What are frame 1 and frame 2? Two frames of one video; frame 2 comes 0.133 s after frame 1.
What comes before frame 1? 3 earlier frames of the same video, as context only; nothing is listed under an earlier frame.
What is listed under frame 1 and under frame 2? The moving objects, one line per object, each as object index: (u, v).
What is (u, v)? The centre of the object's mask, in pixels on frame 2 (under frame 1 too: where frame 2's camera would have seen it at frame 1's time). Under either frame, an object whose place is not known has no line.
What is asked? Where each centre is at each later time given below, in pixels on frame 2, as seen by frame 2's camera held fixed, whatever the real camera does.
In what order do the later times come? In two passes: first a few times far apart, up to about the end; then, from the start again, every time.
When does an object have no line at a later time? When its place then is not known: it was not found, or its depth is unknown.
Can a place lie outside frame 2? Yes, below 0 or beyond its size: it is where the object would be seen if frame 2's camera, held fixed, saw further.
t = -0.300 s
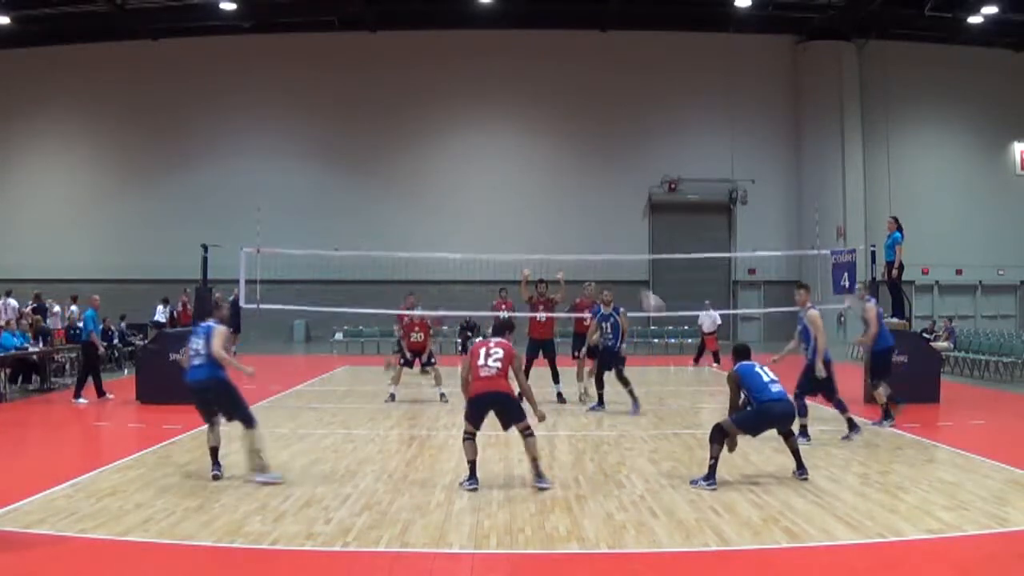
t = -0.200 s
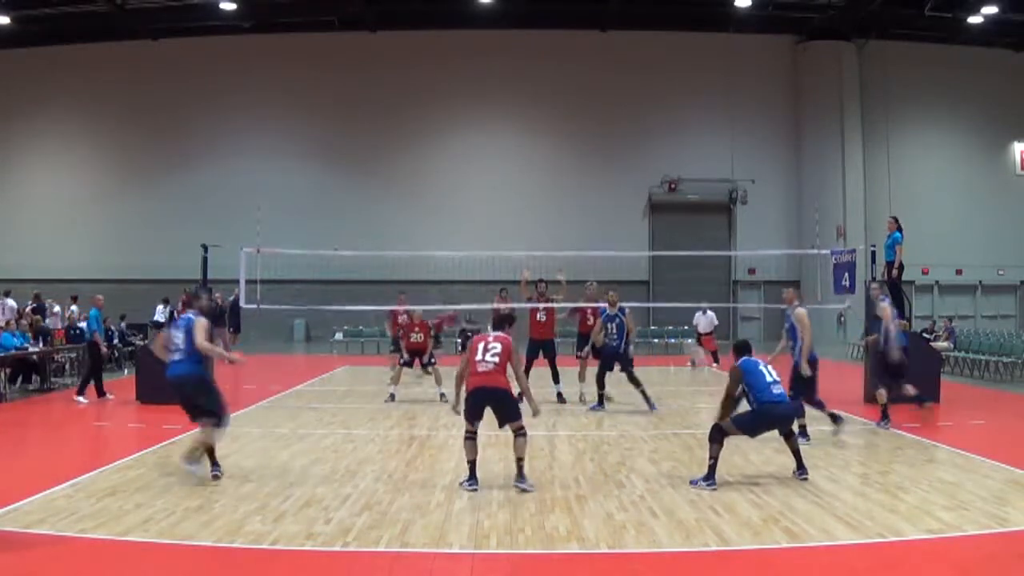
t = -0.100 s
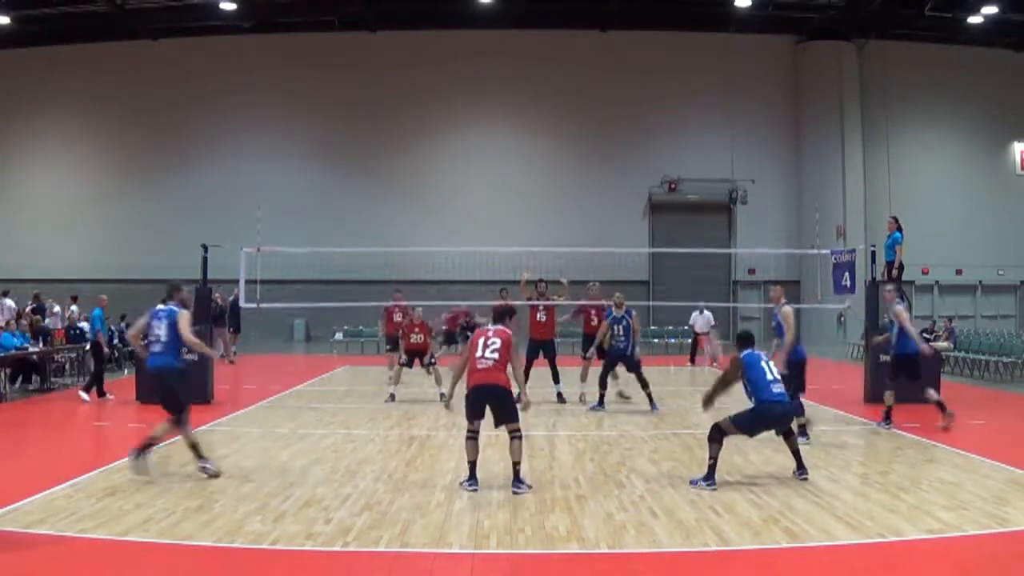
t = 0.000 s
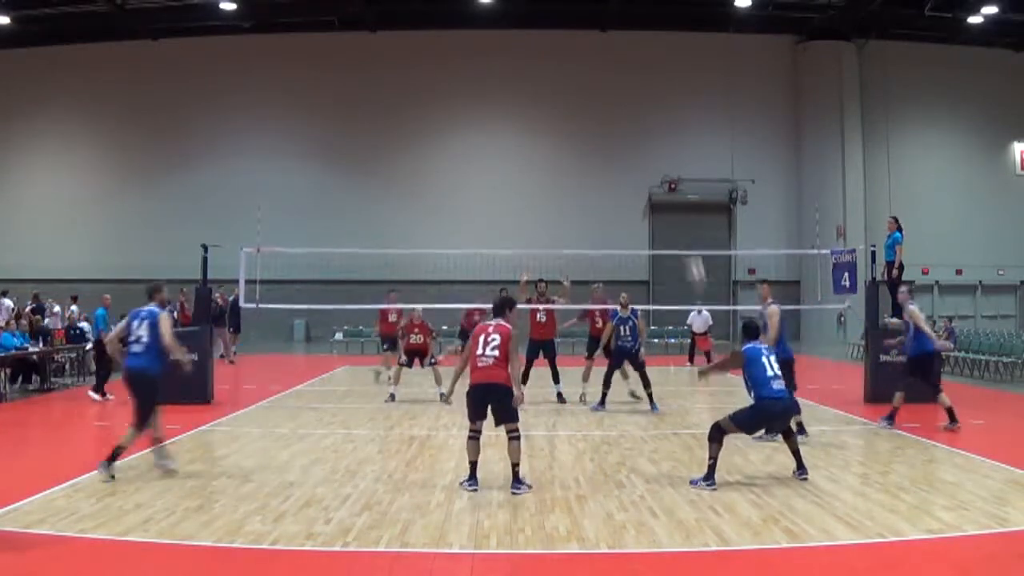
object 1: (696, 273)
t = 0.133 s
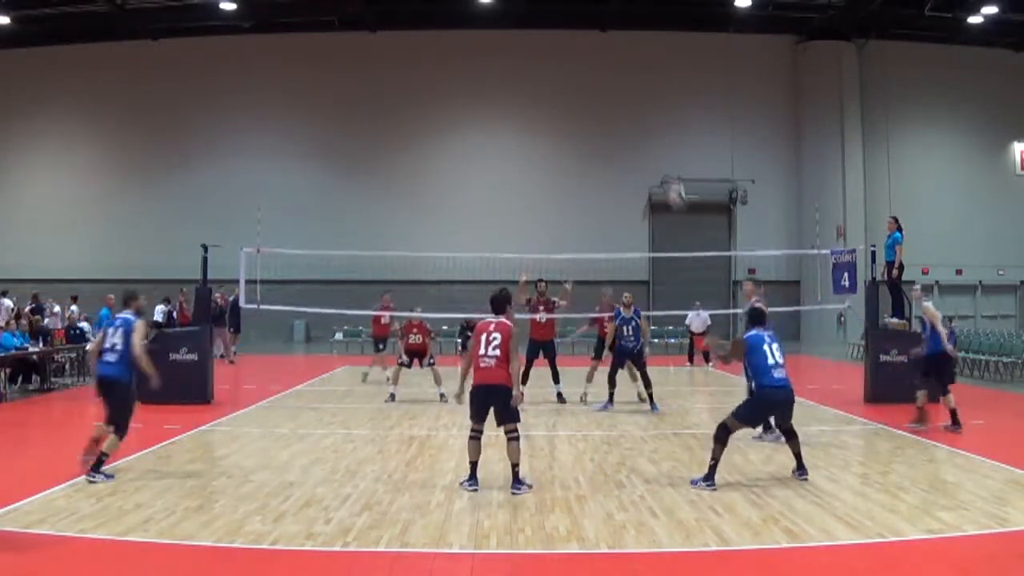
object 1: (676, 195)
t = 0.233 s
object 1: (664, 150)
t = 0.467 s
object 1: (637, 96)
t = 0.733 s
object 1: (610, 90)
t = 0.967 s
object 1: (592, 123)
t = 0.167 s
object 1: (671, 179)
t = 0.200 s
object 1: (670, 165)
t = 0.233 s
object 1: (664, 150)
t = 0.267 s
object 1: (660, 140)
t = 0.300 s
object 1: (655, 129)
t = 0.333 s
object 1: (651, 120)
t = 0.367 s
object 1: (647, 113)
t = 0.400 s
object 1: (645, 106)
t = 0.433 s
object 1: (641, 100)
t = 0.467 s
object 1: (637, 96)
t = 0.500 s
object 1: (633, 93)
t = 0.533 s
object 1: (630, 89)
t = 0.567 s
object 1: (626, 87)
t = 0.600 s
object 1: (623, 86)
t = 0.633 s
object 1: (620, 86)
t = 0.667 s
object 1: (617, 87)
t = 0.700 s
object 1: (613, 88)
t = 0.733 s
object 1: (610, 90)
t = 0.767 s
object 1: (607, 93)
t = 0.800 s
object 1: (605, 96)
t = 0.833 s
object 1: (602, 101)
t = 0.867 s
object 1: (599, 105)
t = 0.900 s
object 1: (596, 111)
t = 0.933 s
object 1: (594, 117)
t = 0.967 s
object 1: (592, 123)
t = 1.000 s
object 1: (588, 131)
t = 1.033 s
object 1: (586, 139)
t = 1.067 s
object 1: (583, 148)
